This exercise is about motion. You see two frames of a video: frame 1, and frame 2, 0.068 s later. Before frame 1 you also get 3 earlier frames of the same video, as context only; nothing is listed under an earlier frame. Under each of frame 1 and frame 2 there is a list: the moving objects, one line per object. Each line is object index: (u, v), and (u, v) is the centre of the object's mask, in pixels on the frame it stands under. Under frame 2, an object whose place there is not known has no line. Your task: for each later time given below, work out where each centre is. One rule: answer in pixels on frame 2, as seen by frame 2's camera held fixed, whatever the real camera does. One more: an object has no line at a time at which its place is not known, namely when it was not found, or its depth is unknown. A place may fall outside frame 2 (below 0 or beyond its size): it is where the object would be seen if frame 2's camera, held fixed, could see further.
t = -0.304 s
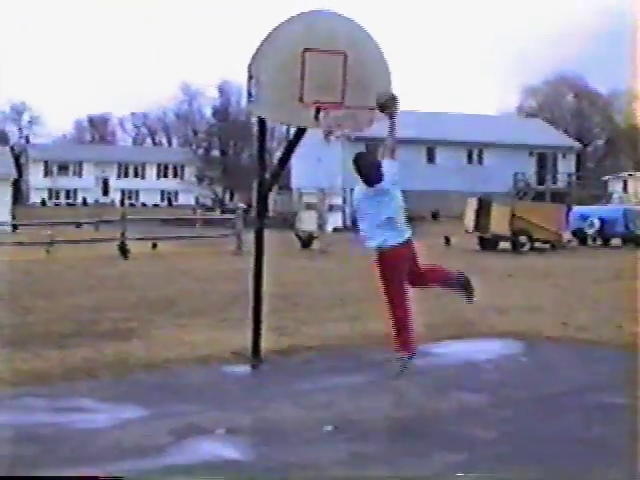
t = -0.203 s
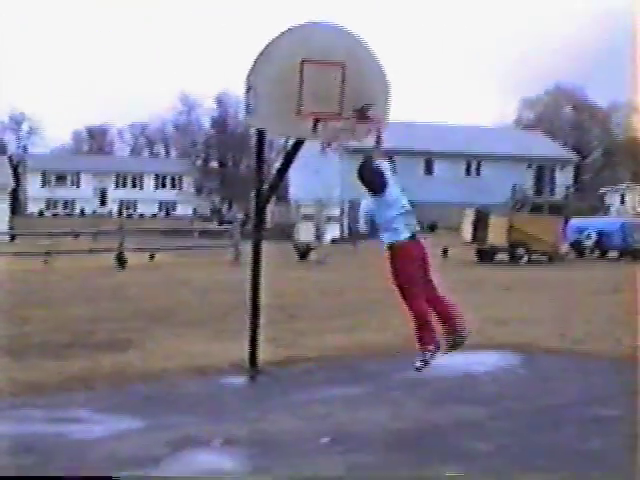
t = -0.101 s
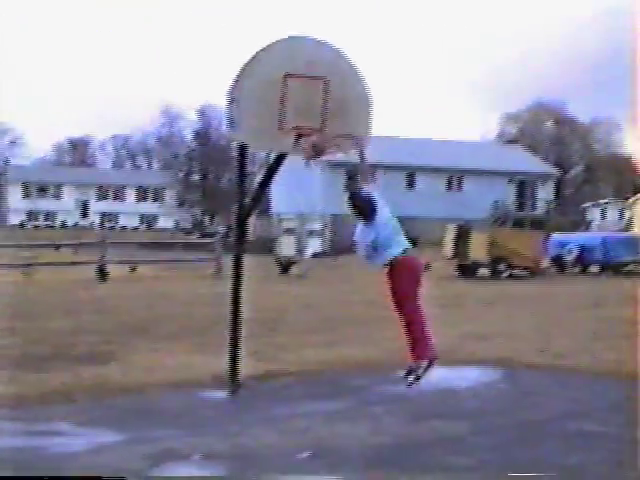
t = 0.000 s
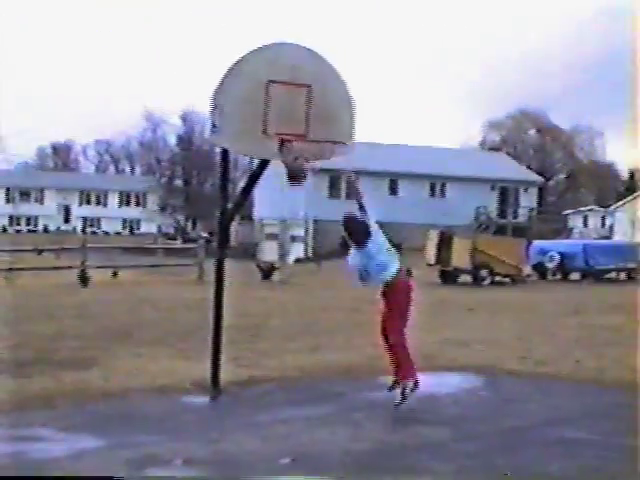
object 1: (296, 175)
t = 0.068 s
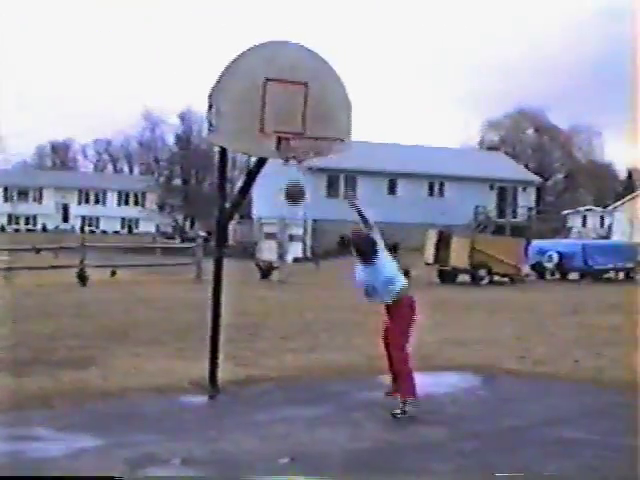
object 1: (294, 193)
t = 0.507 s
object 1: (288, 387)
